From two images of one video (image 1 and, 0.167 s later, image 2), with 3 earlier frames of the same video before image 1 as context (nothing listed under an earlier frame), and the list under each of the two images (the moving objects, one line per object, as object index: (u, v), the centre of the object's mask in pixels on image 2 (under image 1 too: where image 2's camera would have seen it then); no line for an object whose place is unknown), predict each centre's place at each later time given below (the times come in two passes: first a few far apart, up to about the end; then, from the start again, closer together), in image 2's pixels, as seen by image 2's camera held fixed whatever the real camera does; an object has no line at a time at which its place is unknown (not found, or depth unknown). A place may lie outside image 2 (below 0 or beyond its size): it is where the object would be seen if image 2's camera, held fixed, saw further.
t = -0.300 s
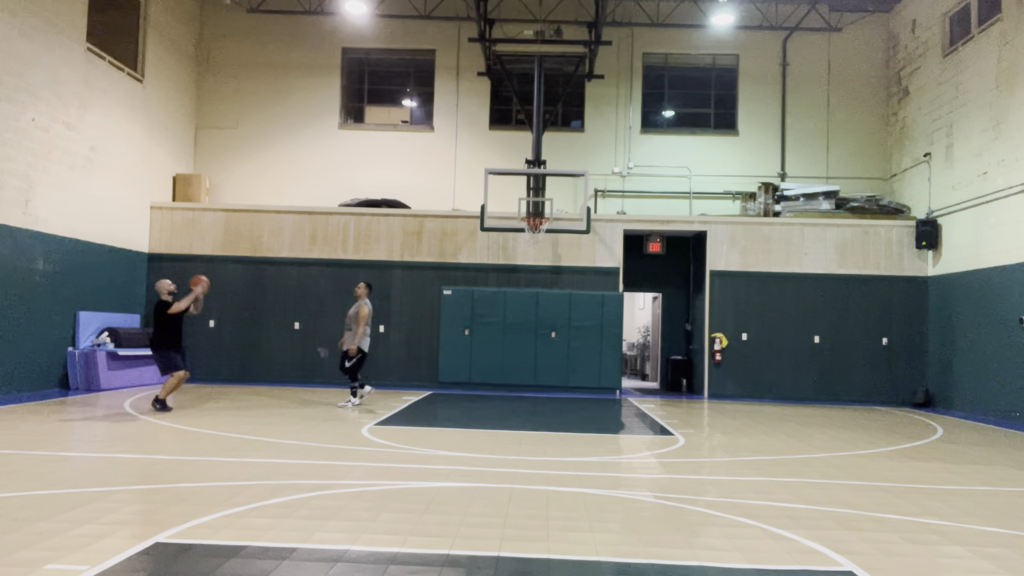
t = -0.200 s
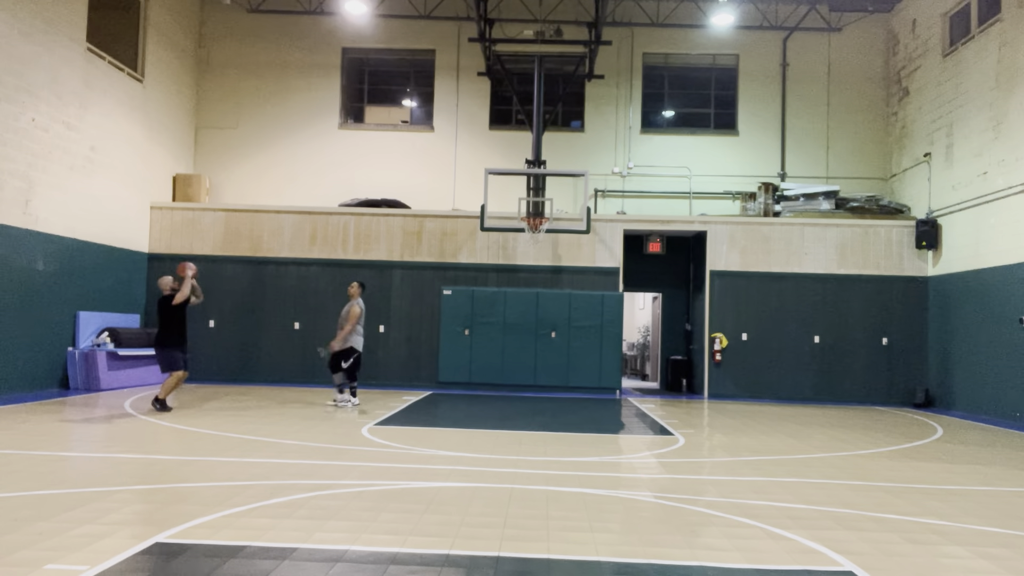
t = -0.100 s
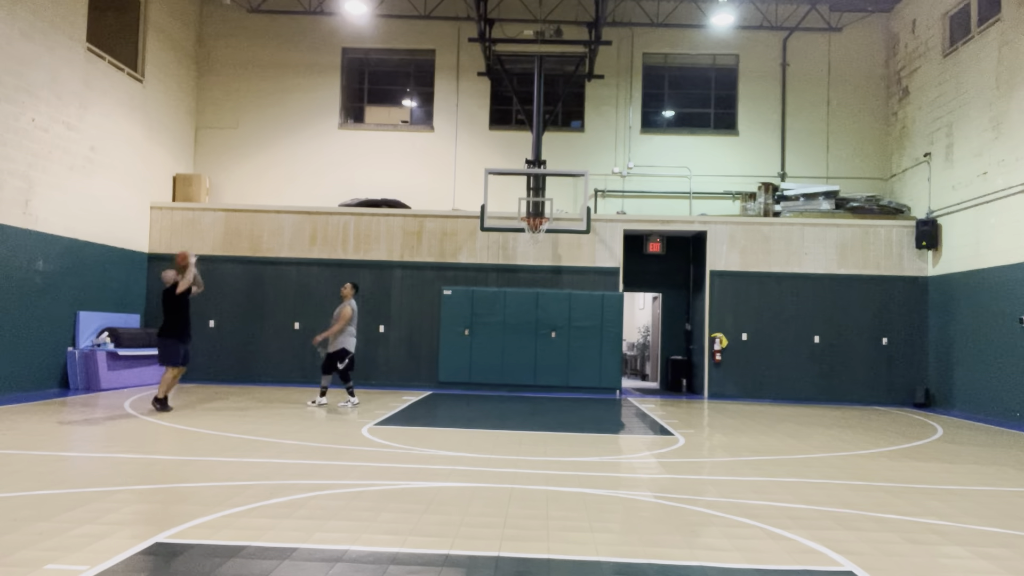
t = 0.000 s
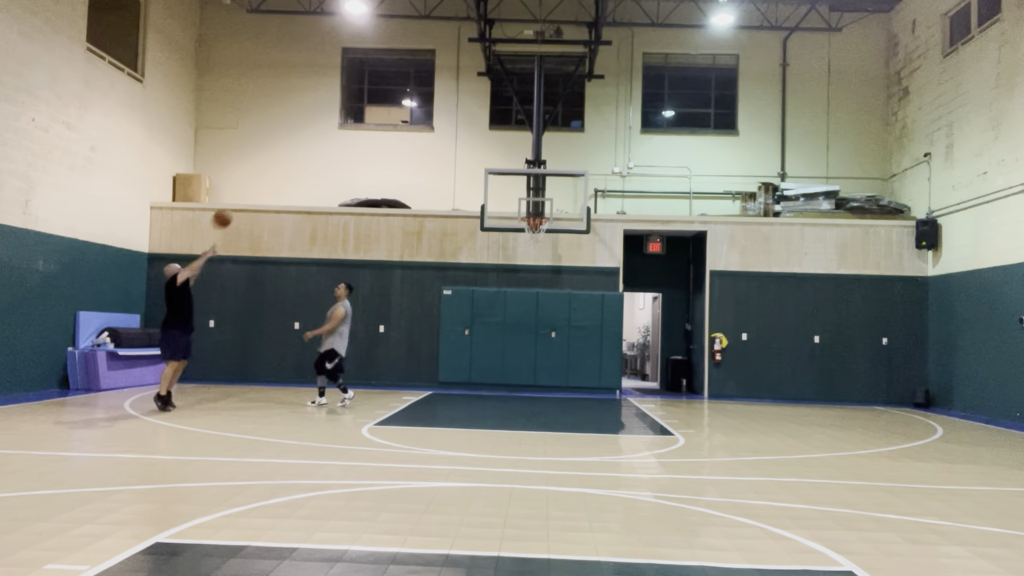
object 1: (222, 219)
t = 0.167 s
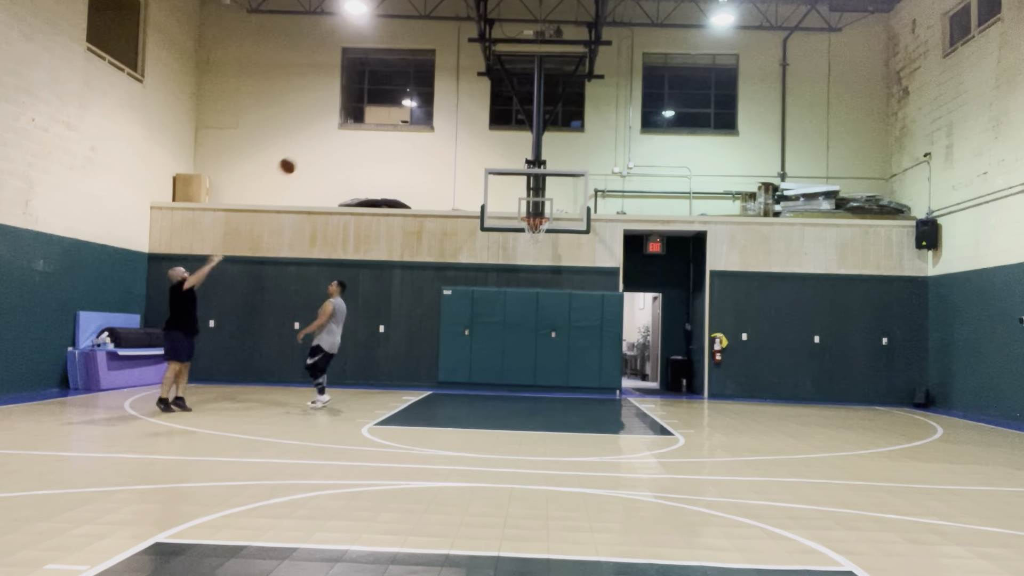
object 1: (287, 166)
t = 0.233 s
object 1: (311, 152)
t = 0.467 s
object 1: (385, 127)
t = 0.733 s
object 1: (456, 144)
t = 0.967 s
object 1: (508, 188)
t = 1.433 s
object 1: (600, 211)
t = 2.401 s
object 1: (796, 323)
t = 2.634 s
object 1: (845, 307)
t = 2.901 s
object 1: (901, 333)
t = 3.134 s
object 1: (951, 397)
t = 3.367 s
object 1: (998, 381)
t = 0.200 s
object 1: (299, 159)
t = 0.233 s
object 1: (311, 152)
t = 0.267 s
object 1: (322, 146)
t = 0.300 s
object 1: (333, 141)
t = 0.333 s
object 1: (344, 137)
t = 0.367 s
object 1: (355, 133)
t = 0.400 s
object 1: (365, 130)
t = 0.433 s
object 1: (375, 128)
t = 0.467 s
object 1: (385, 127)
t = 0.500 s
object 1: (394, 127)
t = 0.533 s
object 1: (404, 127)
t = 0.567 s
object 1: (412, 129)
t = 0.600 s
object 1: (422, 130)
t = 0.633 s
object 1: (430, 133)
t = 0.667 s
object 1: (439, 136)
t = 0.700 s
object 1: (448, 140)
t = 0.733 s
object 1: (456, 144)
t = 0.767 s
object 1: (464, 149)
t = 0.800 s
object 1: (471, 154)
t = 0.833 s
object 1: (479, 160)
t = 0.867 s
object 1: (487, 166)
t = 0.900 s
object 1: (494, 173)
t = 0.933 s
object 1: (501, 179)
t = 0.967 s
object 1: (508, 188)
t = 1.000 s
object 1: (516, 196)
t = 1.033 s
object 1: (522, 205)
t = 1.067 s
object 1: (528, 215)
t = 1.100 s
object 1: (535, 213)
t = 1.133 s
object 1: (540, 210)
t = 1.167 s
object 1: (548, 207)
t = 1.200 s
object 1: (554, 206)
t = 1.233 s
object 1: (560, 204)
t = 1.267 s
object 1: (567, 204)
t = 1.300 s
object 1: (573, 204)
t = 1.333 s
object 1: (580, 205)
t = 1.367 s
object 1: (586, 206)
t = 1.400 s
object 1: (593, 208)
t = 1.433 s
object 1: (600, 211)
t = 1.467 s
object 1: (606, 215)
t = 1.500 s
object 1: (613, 219)
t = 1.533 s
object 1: (620, 224)
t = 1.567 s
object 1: (627, 229)
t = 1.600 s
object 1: (632, 235)
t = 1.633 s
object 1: (640, 242)
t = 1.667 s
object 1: (646, 249)
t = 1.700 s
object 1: (653, 259)
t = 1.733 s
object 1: (660, 267)
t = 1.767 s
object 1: (666, 277)
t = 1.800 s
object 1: (673, 287)
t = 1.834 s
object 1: (680, 298)
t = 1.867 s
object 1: (687, 311)
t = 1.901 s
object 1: (693, 325)
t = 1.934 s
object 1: (700, 338)
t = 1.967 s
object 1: (707, 352)
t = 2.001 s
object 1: (714, 368)
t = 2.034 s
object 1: (721, 384)
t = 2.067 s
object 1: (729, 401)
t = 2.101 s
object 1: (736, 397)
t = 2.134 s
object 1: (742, 387)
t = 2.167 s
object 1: (749, 376)
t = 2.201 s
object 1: (755, 367)
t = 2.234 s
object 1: (762, 358)
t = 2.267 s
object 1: (769, 349)
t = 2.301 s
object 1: (776, 342)
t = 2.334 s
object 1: (783, 335)
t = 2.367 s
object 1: (789, 329)
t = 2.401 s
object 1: (796, 323)
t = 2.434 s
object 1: (803, 319)
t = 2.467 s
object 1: (810, 315)
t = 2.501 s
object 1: (817, 312)
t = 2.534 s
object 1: (824, 310)
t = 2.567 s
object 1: (831, 308)
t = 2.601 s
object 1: (838, 307)
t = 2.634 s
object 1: (845, 307)
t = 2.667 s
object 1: (852, 307)
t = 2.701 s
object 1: (859, 309)
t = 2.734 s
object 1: (867, 311)
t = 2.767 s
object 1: (874, 313)
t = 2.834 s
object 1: (888, 322)
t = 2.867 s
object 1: (895, 327)
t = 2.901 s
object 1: (901, 333)
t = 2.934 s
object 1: (909, 339)
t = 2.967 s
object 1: (916, 347)
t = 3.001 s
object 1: (923, 356)
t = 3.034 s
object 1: (929, 365)
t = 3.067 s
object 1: (937, 375)
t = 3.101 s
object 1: (944, 386)
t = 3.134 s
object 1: (951, 397)
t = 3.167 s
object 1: (959, 410)
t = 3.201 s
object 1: (966, 419)
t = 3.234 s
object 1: (972, 410)
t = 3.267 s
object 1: (979, 401)
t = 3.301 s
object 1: (985, 394)
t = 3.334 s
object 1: (991, 386)
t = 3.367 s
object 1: (998, 381)
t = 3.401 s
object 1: (1004, 376)
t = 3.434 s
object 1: (1011, 371)
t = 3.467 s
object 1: (1016, 368)
